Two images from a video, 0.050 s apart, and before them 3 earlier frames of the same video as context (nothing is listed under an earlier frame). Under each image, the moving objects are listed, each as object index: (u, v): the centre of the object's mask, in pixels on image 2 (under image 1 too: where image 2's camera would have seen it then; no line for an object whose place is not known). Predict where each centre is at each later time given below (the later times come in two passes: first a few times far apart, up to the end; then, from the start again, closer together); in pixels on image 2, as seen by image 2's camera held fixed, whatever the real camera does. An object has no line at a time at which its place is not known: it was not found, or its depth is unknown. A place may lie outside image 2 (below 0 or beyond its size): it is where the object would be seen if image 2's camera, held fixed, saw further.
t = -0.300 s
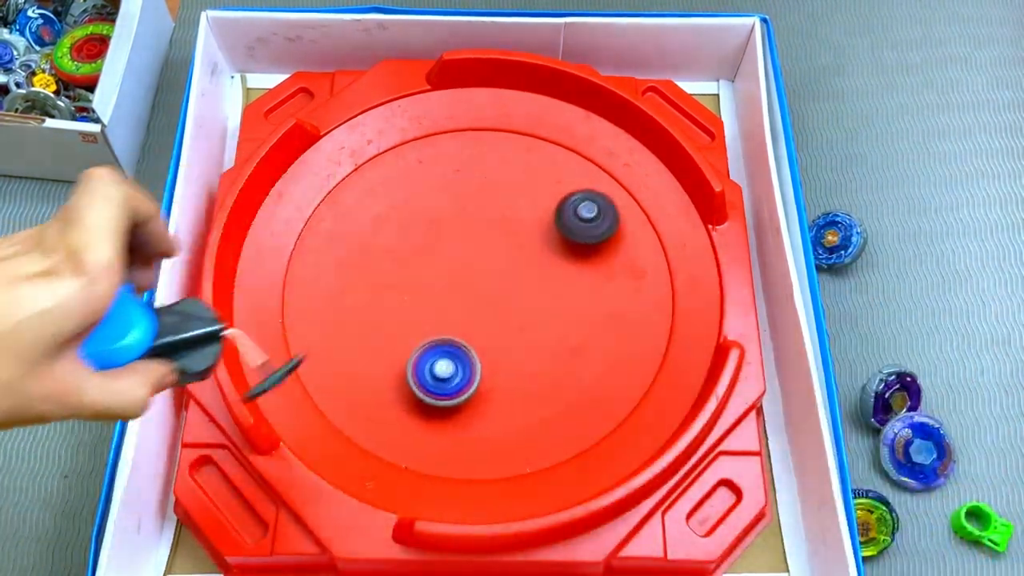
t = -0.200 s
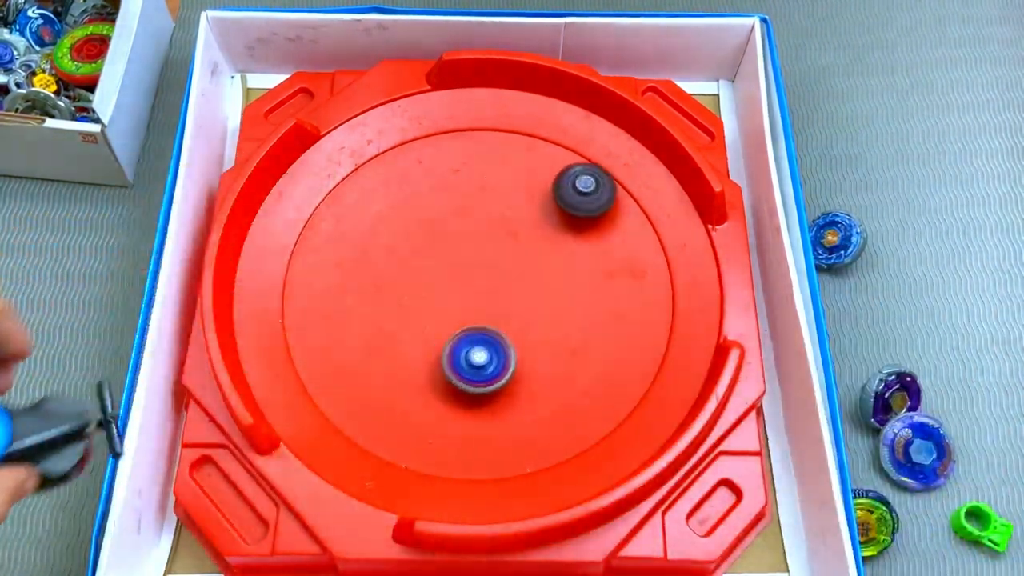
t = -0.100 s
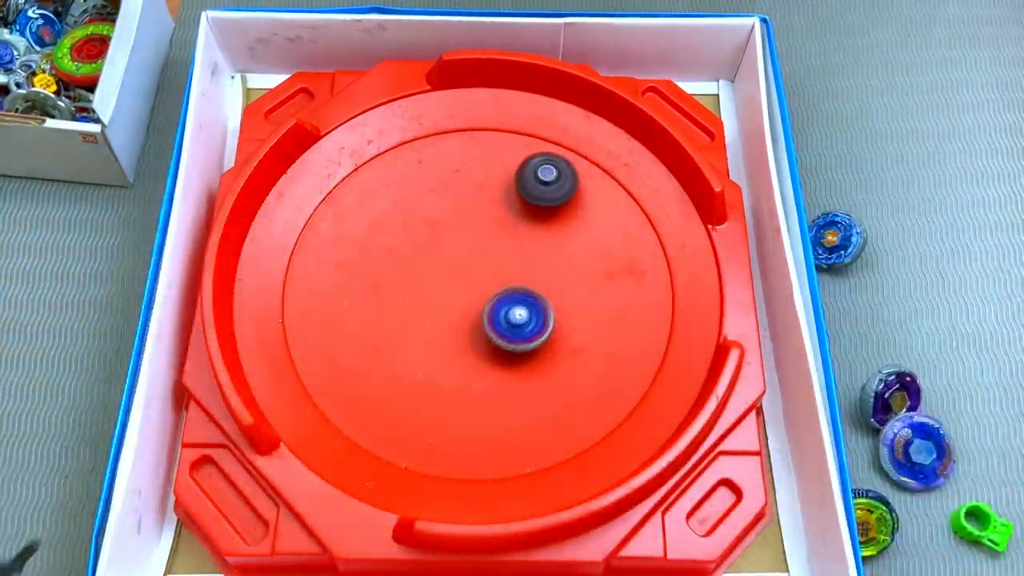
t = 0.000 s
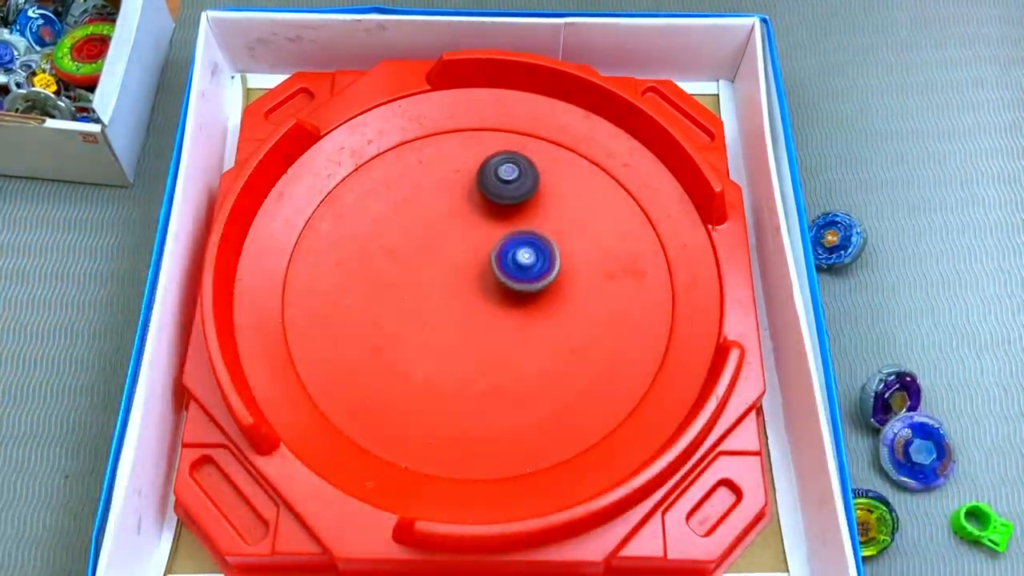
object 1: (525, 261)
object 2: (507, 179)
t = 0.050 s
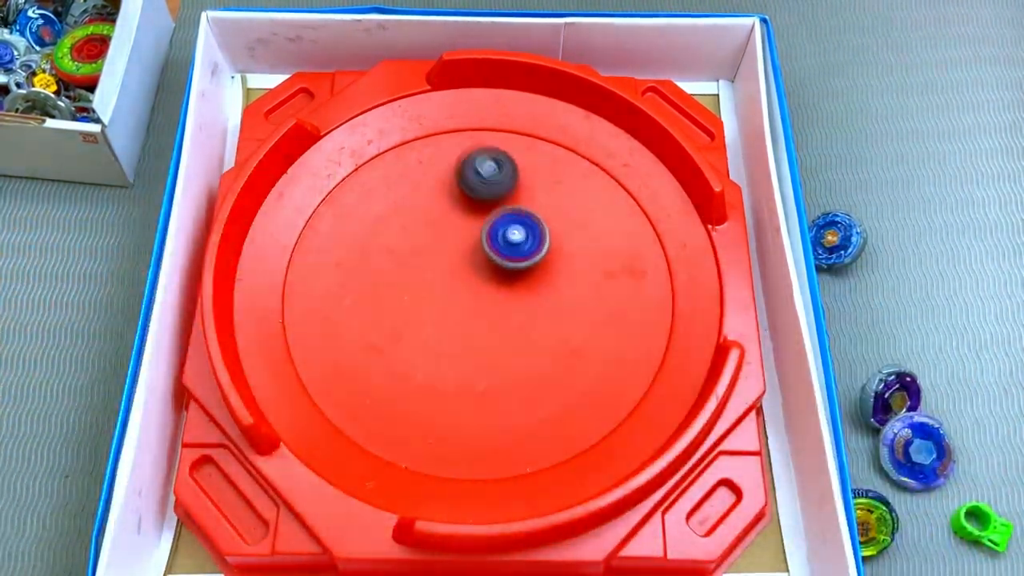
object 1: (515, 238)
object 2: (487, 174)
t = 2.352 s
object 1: (390, 170)
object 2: (342, 427)
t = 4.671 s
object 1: (587, 269)
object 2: (452, 377)
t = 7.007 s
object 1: (483, 270)
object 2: (467, 355)
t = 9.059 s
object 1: (347, 376)
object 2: (584, 204)
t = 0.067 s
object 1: (514, 245)
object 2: (476, 158)
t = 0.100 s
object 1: (511, 257)
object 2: (454, 127)
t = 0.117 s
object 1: (508, 262)
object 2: (443, 115)
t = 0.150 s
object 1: (502, 272)
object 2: (414, 107)
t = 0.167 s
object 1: (499, 275)
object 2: (398, 110)
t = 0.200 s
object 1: (492, 279)
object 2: (364, 126)
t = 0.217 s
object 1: (489, 280)
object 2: (349, 134)
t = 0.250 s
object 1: (482, 280)
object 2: (337, 164)
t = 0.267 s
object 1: (479, 280)
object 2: (333, 182)
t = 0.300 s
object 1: (473, 282)
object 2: (327, 227)
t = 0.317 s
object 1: (470, 282)
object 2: (325, 243)
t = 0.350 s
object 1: (465, 286)
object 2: (324, 278)
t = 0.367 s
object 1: (463, 289)
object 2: (325, 295)
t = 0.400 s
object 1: (460, 297)
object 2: (331, 325)
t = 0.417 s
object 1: (460, 301)
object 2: (335, 340)
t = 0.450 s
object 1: (462, 310)
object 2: (345, 365)
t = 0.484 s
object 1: (467, 318)
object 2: (359, 385)
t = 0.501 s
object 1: (471, 321)
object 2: (367, 395)
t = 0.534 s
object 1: (478, 326)
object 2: (383, 409)
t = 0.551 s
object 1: (483, 328)
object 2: (391, 415)
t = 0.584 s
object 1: (494, 329)
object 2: (406, 423)
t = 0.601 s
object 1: (500, 329)
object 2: (413, 427)
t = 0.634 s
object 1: (512, 325)
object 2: (427, 432)
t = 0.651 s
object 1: (519, 322)
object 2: (435, 434)
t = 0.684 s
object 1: (529, 314)
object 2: (450, 436)
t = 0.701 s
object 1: (533, 309)
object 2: (457, 437)
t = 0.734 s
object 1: (538, 297)
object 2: (471, 438)
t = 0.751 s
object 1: (539, 290)
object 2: (478, 438)
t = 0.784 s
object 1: (538, 277)
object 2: (491, 437)
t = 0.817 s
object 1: (533, 264)
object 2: (504, 436)
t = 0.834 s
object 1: (529, 258)
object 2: (509, 436)
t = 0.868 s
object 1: (517, 246)
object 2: (520, 433)
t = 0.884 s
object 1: (510, 242)
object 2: (526, 432)
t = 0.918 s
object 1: (494, 235)
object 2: (536, 428)
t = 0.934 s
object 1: (485, 233)
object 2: (540, 426)
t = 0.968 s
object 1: (467, 231)
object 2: (549, 422)
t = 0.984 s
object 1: (457, 233)
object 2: (553, 420)
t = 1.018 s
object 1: (439, 237)
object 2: (560, 414)
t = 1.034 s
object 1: (430, 242)
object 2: (564, 412)
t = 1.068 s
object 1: (414, 253)
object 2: (570, 406)
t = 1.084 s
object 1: (407, 260)
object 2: (573, 403)
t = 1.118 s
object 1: (395, 276)
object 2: (578, 397)
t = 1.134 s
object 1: (391, 285)
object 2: (581, 394)
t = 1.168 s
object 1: (385, 304)
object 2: (585, 387)
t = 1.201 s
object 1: (384, 325)
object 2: (588, 381)
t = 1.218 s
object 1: (386, 335)
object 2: (589, 377)
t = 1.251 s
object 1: (393, 355)
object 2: (590, 370)
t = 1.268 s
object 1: (399, 365)
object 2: (591, 366)
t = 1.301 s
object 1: (414, 382)
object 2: (592, 360)
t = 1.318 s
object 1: (423, 389)
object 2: (592, 357)
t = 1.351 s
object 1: (446, 401)
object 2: (591, 351)
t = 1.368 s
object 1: (457, 405)
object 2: (590, 349)
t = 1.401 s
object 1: (483, 410)
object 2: (588, 343)
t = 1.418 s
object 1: (496, 410)
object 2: (588, 340)
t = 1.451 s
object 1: (522, 407)
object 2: (585, 334)
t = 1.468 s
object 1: (535, 403)
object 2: (584, 331)
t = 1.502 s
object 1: (559, 392)
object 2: (581, 325)
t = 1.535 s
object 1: (579, 380)
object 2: (578, 316)
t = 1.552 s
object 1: (588, 374)
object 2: (577, 310)
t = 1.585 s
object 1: (603, 361)
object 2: (573, 301)
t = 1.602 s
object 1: (609, 352)
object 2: (570, 297)
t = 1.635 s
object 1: (618, 334)
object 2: (565, 291)
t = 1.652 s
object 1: (621, 323)
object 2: (562, 289)
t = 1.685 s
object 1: (632, 306)
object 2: (548, 279)
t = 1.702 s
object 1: (636, 298)
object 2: (539, 274)
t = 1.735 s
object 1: (640, 281)
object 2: (525, 264)
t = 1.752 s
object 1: (639, 271)
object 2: (518, 260)
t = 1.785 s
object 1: (634, 253)
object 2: (509, 255)
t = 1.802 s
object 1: (629, 244)
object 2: (505, 252)
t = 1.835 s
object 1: (615, 226)
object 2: (497, 249)
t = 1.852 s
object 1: (607, 218)
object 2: (493, 247)
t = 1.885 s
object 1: (588, 204)
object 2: (486, 244)
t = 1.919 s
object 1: (566, 193)
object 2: (479, 241)
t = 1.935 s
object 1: (554, 189)
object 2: (475, 240)
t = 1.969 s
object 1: (529, 183)
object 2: (467, 238)
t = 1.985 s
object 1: (516, 182)
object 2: (463, 237)
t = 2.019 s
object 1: (492, 181)
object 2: (455, 237)
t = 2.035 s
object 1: (490, 169)
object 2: (438, 248)
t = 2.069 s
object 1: (487, 150)
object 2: (404, 274)
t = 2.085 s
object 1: (485, 141)
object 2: (387, 291)
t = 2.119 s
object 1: (479, 130)
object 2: (357, 314)
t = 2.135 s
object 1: (476, 126)
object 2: (343, 327)
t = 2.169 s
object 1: (467, 122)
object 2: (320, 349)
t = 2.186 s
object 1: (462, 123)
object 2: (311, 359)
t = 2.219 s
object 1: (451, 125)
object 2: (301, 378)
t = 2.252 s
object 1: (438, 133)
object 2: (300, 397)
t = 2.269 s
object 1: (431, 137)
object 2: (302, 405)
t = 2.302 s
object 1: (415, 149)
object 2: (316, 416)
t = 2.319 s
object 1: (407, 156)
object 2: (323, 420)
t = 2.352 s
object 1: (390, 170)
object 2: (342, 427)
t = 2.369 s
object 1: (382, 178)
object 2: (351, 429)
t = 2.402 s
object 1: (367, 197)
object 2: (376, 431)
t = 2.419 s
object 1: (361, 206)
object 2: (388, 431)
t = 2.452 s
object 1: (350, 228)
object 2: (412, 428)
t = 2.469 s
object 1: (347, 239)
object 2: (422, 425)
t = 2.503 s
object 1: (343, 263)
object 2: (441, 418)
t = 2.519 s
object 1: (342, 274)
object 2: (449, 415)
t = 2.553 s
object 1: (345, 298)
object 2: (464, 407)
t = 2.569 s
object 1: (348, 310)
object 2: (470, 403)
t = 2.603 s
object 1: (357, 333)
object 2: (479, 396)
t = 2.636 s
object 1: (371, 353)
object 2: (487, 389)
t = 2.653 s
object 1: (380, 363)
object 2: (490, 385)
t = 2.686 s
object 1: (399, 379)
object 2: (497, 378)
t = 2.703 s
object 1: (410, 387)
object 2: (500, 374)
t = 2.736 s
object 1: (434, 398)
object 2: (505, 366)
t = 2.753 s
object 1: (448, 402)
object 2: (508, 362)
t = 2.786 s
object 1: (449, 423)
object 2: (537, 337)
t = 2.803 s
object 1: (437, 440)
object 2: (565, 315)
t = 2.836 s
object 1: (420, 465)
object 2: (611, 273)
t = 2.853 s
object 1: (414, 472)
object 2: (632, 250)
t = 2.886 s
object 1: (409, 469)
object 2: (661, 207)
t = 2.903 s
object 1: (405, 470)
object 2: (661, 187)
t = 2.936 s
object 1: (406, 464)
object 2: (634, 160)
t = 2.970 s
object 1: (412, 456)
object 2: (606, 142)
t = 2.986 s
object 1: (418, 450)
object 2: (590, 136)
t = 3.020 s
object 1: (430, 437)
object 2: (561, 133)
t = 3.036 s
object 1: (436, 430)
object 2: (546, 134)
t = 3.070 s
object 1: (451, 415)
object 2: (518, 133)
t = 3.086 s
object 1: (459, 408)
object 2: (502, 136)
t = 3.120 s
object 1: (474, 394)
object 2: (475, 142)
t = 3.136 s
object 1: (483, 388)
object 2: (462, 144)
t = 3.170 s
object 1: (499, 376)
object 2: (441, 151)
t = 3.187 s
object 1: (507, 372)
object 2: (431, 155)
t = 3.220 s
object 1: (522, 363)
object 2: (415, 164)
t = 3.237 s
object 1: (528, 358)
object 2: (409, 170)
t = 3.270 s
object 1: (537, 347)
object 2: (398, 181)
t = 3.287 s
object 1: (541, 341)
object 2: (394, 186)
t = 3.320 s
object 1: (545, 327)
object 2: (389, 197)
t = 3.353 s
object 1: (545, 313)
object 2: (386, 208)
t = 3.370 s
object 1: (543, 307)
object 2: (385, 212)
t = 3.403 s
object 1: (537, 293)
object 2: (385, 220)
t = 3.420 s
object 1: (533, 287)
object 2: (385, 224)
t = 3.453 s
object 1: (523, 276)
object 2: (387, 232)
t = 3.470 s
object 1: (516, 271)
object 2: (387, 236)
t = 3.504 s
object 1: (503, 263)
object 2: (389, 242)
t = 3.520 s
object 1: (496, 260)
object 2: (391, 245)
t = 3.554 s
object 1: (480, 255)
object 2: (394, 252)
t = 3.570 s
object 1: (473, 254)
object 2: (396, 255)
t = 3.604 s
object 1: (478, 256)
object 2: (374, 259)
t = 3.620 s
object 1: (486, 257)
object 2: (358, 261)
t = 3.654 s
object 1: (500, 260)
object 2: (329, 264)
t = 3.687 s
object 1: (510, 262)
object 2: (308, 270)
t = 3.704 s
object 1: (514, 262)
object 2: (301, 274)
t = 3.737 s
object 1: (521, 261)
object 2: (294, 282)
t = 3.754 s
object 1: (523, 260)
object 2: (294, 286)
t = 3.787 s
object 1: (526, 257)
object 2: (294, 296)
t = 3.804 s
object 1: (527, 254)
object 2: (295, 301)
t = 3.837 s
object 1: (528, 250)
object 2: (298, 311)
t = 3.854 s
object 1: (528, 247)
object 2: (299, 316)
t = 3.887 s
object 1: (526, 242)
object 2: (302, 324)
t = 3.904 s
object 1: (524, 240)
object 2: (305, 329)
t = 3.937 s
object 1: (520, 236)
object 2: (309, 336)
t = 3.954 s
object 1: (517, 235)
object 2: (311, 341)
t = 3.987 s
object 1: (510, 234)
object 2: (317, 348)
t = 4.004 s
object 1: (506, 235)
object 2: (321, 351)
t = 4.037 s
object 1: (497, 238)
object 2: (327, 357)
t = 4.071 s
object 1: (488, 243)
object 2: (334, 362)
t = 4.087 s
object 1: (484, 247)
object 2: (338, 365)
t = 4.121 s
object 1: (477, 256)
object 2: (345, 369)
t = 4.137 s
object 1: (475, 261)
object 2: (349, 372)
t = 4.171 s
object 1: (473, 272)
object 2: (356, 376)
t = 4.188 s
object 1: (473, 279)
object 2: (360, 377)
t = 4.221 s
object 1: (474, 292)
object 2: (367, 380)
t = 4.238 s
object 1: (477, 299)
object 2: (371, 381)
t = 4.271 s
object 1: (483, 310)
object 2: (378, 383)
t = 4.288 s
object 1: (488, 315)
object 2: (382, 383)
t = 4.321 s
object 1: (498, 325)
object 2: (388, 385)
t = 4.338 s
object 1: (505, 329)
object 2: (391, 384)
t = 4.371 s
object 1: (518, 335)
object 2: (397, 385)
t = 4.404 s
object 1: (533, 337)
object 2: (404, 385)
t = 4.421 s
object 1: (541, 338)
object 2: (406, 385)
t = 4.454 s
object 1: (556, 336)
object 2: (413, 385)
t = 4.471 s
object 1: (563, 334)
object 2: (417, 384)
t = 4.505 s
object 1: (576, 329)
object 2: (423, 383)
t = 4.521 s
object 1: (581, 325)
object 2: (426, 383)
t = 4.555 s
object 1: (589, 314)
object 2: (432, 382)
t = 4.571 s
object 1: (591, 309)
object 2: (435, 382)
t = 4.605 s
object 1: (594, 295)
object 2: (441, 380)
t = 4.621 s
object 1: (594, 289)
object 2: (444, 379)
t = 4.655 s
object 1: (590, 275)
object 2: (449, 378)
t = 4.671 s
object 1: (587, 269)
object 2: (452, 377)
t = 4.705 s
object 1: (577, 257)
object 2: (457, 375)
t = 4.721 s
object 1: (571, 253)
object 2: (459, 374)
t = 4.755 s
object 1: (557, 246)
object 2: (464, 371)
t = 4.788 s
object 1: (542, 243)
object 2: (468, 369)
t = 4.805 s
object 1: (533, 242)
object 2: (470, 368)
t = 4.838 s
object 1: (516, 244)
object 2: (473, 366)
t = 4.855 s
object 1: (507, 246)
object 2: (475, 365)
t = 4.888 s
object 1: (489, 251)
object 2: (479, 362)
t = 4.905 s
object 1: (481, 254)
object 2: (481, 361)
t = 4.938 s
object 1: (465, 263)
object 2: (485, 358)
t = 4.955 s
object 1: (458, 269)
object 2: (487, 357)
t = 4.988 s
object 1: (445, 282)
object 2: (491, 354)
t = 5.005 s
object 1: (440, 289)
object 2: (492, 353)
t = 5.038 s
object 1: (432, 305)
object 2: (496, 350)
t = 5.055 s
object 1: (429, 312)
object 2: (498, 349)
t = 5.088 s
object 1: (426, 330)
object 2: (501, 347)
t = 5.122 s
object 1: (426, 347)
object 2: (504, 344)
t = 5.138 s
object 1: (427, 356)
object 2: (506, 343)
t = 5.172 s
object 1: (432, 371)
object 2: (509, 340)
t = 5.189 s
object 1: (437, 378)
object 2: (510, 338)
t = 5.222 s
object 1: (448, 390)
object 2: (512, 337)
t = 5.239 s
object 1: (455, 395)
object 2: (514, 335)
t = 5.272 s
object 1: (470, 403)
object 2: (517, 332)
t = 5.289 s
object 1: (480, 407)
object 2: (519, 330)
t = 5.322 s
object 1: (497, 410)
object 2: (521, 328)
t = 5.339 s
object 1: (507, 411)
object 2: (522, 327)
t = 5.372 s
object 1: (524, 408)
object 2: (524, 325)
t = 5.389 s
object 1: (533, 405)
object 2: (525, 324)
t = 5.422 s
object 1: (551, 397)
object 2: (527, 321)
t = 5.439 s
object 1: (560, 391)
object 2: (528, 320)
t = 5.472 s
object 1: (574, 379)
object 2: (529, 318)
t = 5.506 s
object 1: (585, 363)
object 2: (530, 316)
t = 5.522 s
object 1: (588, 354)
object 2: (530, 315)
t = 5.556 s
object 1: (607, 349)
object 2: (516, 296)
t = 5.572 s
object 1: (617, 348)
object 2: (506, 285)
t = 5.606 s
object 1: (634, 344)
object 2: (489, 265)
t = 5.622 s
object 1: (639, 341)
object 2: (481, 258)
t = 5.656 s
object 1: (646, 331)
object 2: (469, 244)
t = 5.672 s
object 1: (648, 326)
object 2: (465, 241)
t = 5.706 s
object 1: (646, 312)
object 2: (458, 235)
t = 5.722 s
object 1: (644, 304)
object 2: (456, 235)
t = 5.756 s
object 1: (636, 289)
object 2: (451, 234)
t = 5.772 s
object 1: (631, 281)
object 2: (450, 234)
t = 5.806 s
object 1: (620, 267)
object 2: (446, 234)
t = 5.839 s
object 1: (605, 255)
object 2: (443, 233)
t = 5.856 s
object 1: (597, 250)
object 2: (441, 233)
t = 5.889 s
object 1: (580, 242)
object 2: (438, 234)
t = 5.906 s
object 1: (572, 239)
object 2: (437, 234)
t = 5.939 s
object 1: (553, 234)
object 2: (434, 234)
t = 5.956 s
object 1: (544, 232)
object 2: (433, 234)
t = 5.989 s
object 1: (524, 232)
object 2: (430, 234)
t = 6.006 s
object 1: (516, 232)
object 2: (429, 235)
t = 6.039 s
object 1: (495, 234)
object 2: (428, 235)
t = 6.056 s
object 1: (497, 240)
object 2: (403, 233)
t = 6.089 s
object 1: (497, 246)
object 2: (379, 235)
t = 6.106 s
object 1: (495, 250)
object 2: (369, 238)
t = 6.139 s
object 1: (490, 257)
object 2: (353, 242)
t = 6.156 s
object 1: (486, 261)
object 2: (347, 245)
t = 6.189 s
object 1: (476, 270)
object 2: (340, 253)
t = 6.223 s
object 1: (467, 281)
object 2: (338, 260)
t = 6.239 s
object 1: (464, 286)
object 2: (338, 264)
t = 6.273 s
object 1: (459, 300)
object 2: (340, 270)
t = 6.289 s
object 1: (458, 306)
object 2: (341, 273)
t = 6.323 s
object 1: (456, 321)
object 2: (345, 278)
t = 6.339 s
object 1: (456, 328)
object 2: (346, 281)
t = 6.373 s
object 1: (460, 340)
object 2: (350, 286)
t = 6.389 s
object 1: (463, 346)
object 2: (352, 288)
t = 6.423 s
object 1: (471, 357)
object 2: (356, 293)
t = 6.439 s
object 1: (476, 361)
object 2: (359, 295)
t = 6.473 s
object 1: (487, 370)
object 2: (364, 300)
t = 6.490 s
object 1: (492, 373)
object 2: (367, 302)
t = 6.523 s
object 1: (506, 377)
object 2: (372, 307)
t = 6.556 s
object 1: (520, 377)
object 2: (378, 312)
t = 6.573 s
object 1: (528, 376)
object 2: (381, 314)
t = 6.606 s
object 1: (541, 371)
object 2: (386, 318)
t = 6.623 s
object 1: (548, 367)
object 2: (390, 320)
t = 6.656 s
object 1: (558, 357)
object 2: (396, 324)
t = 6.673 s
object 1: (563, 351)
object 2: (399, 325)
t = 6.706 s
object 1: (568, 340)
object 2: (406, 329)
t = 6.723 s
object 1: (569, 333)
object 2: (409, 331)
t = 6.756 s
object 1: (569, 321)
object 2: (416, 334)
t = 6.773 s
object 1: (568, 314)
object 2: (419, 336)
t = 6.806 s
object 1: (562, 304)
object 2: (426, 339)
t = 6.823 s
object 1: (558, 299)
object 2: (429, 341)
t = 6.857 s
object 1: (549, 290)
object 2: (436, 344)
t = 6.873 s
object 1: (543, 287)
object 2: (440, 345)
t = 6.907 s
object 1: (530, 280)
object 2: (446, 348)
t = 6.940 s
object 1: (515, 275)
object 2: (453, 350)
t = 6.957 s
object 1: (507, 273)
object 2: (457, 352)
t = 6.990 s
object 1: (491, 270)
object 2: (463, 354)
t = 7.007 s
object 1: (483, 270)
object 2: (467, 355)
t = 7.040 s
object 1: (468, 272)
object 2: (473, 358)
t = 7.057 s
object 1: (460, 274)
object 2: (476, 359)
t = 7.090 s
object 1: (446, 280)
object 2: (483, 361)
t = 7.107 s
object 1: (439, 284)
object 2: (486, 362)
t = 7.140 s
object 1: (426, 292)
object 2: (492, 363)
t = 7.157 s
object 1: (420, 297)
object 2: (495, 364)
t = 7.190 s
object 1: (411, 308)
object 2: (501, 366)
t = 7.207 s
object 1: (407, 315)
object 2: (504, 367)
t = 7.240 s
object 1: (402, 327)
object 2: (509, 368)
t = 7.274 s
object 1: (400, 341)
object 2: (515, 369)
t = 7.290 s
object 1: (401, 347)
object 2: (518, 369)
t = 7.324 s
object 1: (405, 360)
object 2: (522, 370)
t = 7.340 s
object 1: (408, 366)
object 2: (525, 370)
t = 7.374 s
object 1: (418, 377)
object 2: (530, 370)
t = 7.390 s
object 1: (424, 382)
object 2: (532, 370)
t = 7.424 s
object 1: (438, 389)
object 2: (537, 371)
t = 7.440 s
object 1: (445, 391)
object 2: (539, 370)
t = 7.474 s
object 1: (462, 394)
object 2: (543, 370)
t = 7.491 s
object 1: (470, 394)
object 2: (545, 370)
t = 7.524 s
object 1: (470, 393)
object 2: (570, 366)
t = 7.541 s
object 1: (460, 392)
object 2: (593, 361)
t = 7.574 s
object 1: (441, 389)
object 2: (636, 350)
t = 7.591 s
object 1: (434, 386)
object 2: (652, 344)
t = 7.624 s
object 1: (422, 380)
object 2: (680, 329)
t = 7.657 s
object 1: (416, 374)
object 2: (698, 315)
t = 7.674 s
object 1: (415, 370)
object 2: (704, 309)
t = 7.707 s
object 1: (415, 363)
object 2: (709, 295)
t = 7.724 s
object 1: (417, 361)
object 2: (709, 292)
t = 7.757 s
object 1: (421, 360)
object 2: (708, 285)
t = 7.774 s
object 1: (422, 359)
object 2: (706, 282)
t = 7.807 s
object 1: (423, 357)
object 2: (702, 276)
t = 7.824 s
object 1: (424, 355)
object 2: (700, 273)
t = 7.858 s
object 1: (426, 352)
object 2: (693, 268)
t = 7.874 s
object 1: (427, 350)
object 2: (689, 266)
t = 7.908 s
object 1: (427, 345)
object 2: (680, 262)
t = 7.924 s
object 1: (428, 343)
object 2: (675, 261)
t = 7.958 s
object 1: (429, 338)
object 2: (664, 258)
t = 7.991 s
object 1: (429, 332)
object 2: (652, 256)
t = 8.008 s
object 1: (429, 330)
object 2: (647, 254)
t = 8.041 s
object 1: (430, 325)
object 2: (638, 253)
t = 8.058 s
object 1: (430, 323)
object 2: (635, 252)
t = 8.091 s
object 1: (430, 318)
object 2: (628, 252)
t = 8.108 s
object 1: (429, 316)
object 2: (625, 252)
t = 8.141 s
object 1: (429, 311)
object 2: (621, 251)
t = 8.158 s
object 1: (428, 308)
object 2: (618, 251)
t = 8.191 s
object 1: (426, 304)
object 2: (612, 251)
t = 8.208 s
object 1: (425, 301)
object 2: (610, 251)
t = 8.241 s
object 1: (422, 296)
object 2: (603, 251)
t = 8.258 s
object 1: (421, 294)
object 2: (600, 251)
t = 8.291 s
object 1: (418, 290)
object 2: (593, 252)
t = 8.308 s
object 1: (417, 288)
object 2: (590, 252)
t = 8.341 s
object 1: (414, 285)
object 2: (582, 253)
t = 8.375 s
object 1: (411, 282)
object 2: (575, 253)
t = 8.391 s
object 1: (409, 281)
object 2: (571, 254)
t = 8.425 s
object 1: (407, 279)
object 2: (564, 254)
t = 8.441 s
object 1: (406, 279)
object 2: (560, 254)
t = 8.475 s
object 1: (405, 278)
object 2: (552, 255)
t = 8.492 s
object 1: (405, 278)
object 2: (548, 256)
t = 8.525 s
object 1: (405, 277)
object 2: (541, 256)
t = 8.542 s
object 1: (406, 277)
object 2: (536, 257)
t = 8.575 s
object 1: (408, 278)
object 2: (528, 257)
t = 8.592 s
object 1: (409, 278)
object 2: (524, 257)
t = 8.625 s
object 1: (412, 278)
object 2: (517, 257)
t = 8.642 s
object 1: (413, 279)
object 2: (512, 257)
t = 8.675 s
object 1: (417, 279)
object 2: (505, 256)
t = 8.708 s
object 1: (421, 280)
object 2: (498, 256)
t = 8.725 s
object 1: (424, 280)
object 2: (494, 256)
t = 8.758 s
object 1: (416, 282)
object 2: (500, 252)
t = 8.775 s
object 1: (401, 287)
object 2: (515, 247)
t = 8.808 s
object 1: (376, 294)
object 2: (541, 237)
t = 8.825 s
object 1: (365, 299)
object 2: (553, 233)
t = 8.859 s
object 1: (347, 307)
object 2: (572, 226)
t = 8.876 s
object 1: (340, 313)
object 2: (580, 223)
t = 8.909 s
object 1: (329, 323)
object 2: (591, 218)
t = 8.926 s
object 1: (326, 329)
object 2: (594, 217)
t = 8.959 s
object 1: (325, 340)
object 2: (597, 213)
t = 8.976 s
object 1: (327, 346)
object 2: (596, 211)
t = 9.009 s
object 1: (332, 359)
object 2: (592, 208)
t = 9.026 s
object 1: (336, 365)
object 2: (589, 207)
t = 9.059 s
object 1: (347, 376)
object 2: (584, 204)
